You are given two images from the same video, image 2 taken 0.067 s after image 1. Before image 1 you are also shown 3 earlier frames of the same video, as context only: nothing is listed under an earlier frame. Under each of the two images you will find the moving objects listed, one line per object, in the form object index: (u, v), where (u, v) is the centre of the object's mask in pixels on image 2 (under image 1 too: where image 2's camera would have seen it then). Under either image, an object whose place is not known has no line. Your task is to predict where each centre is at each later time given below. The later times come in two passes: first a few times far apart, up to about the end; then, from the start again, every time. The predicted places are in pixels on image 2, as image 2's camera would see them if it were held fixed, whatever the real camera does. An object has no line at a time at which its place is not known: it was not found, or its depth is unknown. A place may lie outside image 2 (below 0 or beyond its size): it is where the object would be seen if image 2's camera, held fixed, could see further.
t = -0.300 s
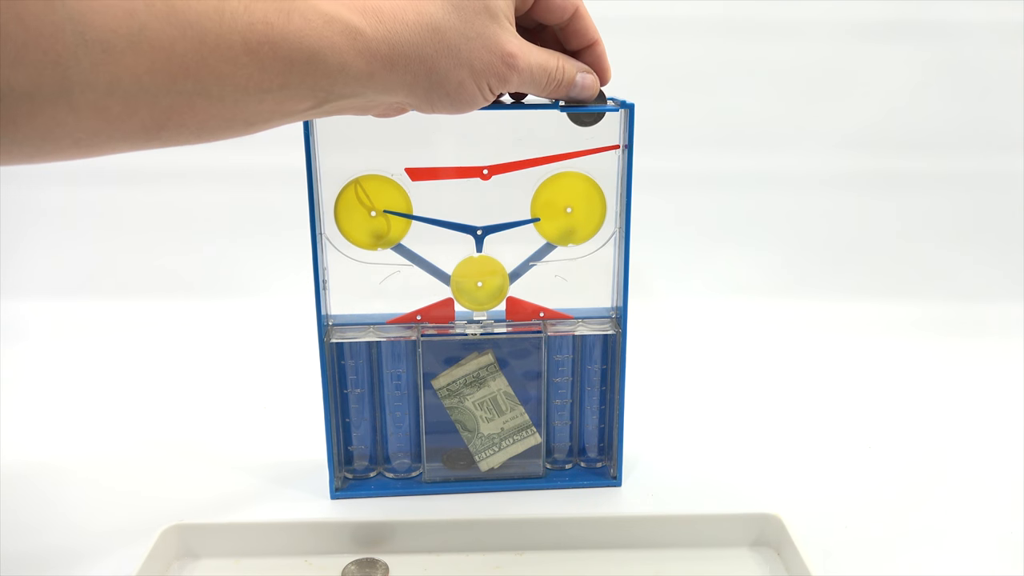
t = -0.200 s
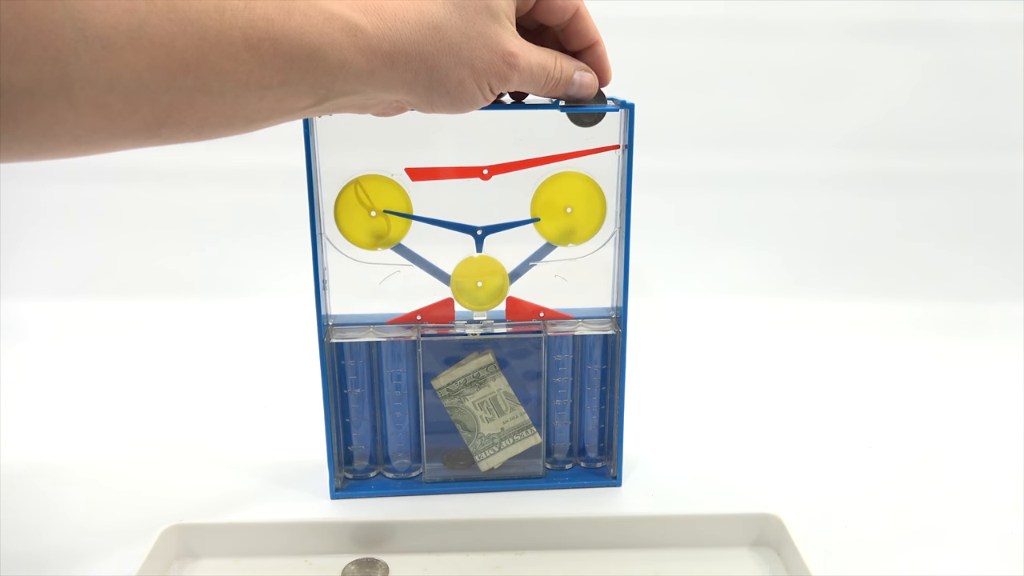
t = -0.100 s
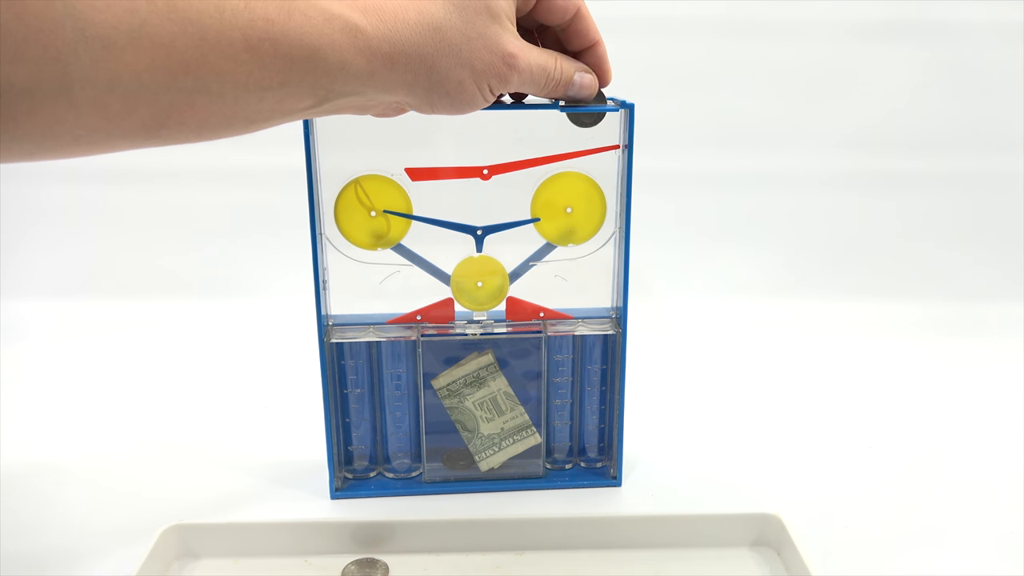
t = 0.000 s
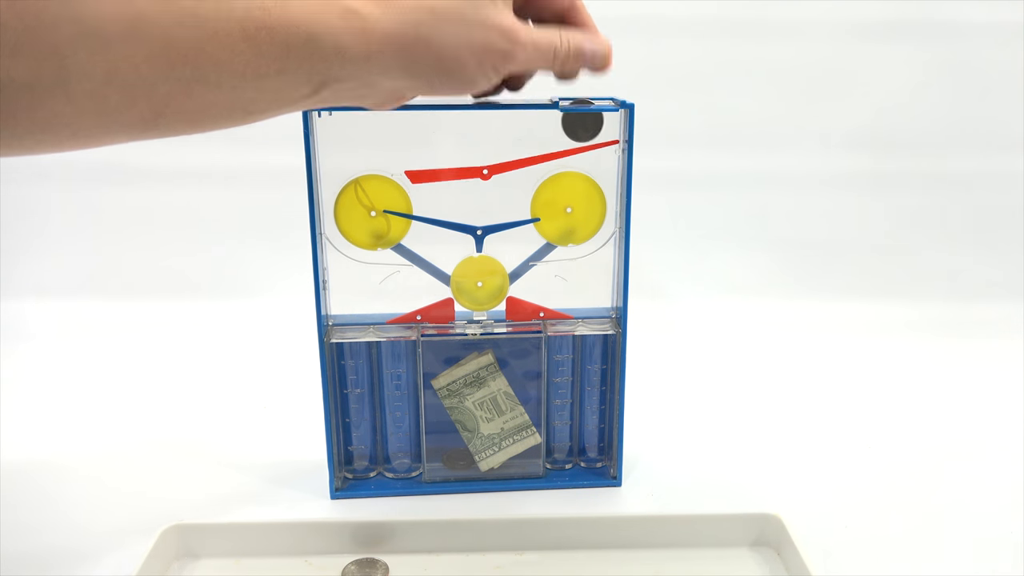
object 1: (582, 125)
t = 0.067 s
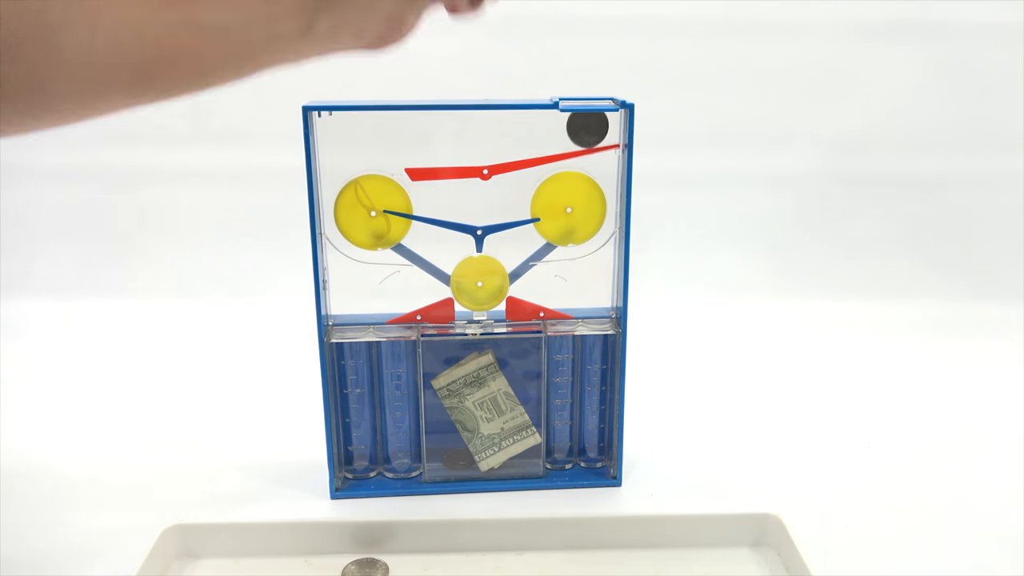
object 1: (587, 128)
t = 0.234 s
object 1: (558, 132)
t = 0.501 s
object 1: (426, 152)
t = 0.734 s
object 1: (343, 203)
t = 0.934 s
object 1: (407, 245)
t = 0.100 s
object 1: (585, 128)
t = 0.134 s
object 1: (581, 128)
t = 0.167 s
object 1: (576, 129)
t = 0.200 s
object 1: (568, 131)
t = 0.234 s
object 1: (558, 132)
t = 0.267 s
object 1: (547, 133)
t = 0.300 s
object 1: (535, 135)
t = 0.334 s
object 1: (520, 138)
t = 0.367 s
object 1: (504, 140)
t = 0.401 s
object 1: (486, 143)
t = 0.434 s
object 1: (467, 145)
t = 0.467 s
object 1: (447, 149)
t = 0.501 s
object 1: (426, 152)
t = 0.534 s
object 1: (406, 151)
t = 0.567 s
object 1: (393, 149)
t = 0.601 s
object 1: (376, 153)
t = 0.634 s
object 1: (362, 164)
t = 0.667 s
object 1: (355, 178)
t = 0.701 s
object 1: (352, 192)
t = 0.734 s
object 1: (343, 203)
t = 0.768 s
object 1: (343, 224)
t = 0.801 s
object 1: (352, 235)
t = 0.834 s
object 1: (364, 242)
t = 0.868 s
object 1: (378, 244)
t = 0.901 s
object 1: (393, 244)
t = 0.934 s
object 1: (407, 245)
